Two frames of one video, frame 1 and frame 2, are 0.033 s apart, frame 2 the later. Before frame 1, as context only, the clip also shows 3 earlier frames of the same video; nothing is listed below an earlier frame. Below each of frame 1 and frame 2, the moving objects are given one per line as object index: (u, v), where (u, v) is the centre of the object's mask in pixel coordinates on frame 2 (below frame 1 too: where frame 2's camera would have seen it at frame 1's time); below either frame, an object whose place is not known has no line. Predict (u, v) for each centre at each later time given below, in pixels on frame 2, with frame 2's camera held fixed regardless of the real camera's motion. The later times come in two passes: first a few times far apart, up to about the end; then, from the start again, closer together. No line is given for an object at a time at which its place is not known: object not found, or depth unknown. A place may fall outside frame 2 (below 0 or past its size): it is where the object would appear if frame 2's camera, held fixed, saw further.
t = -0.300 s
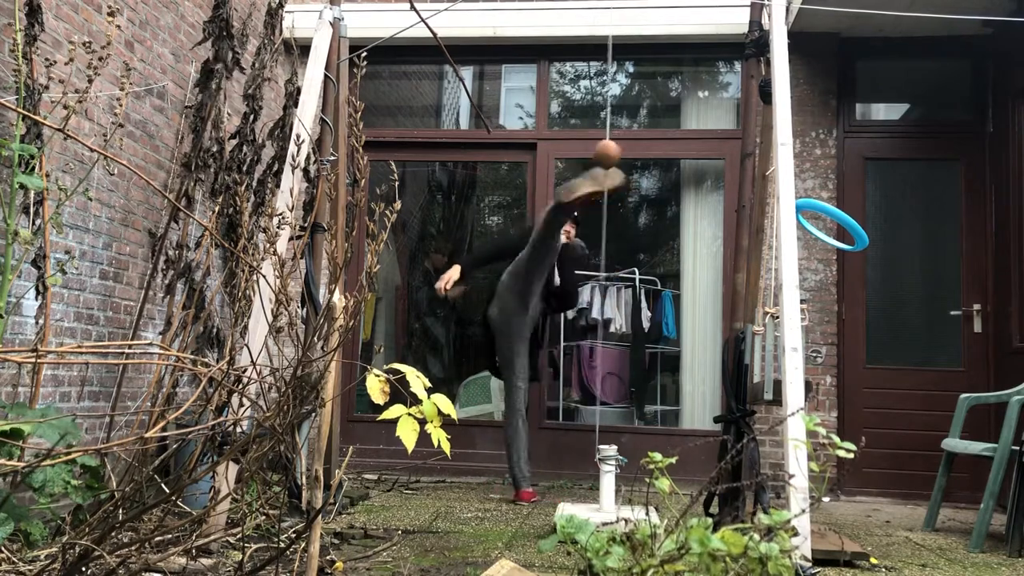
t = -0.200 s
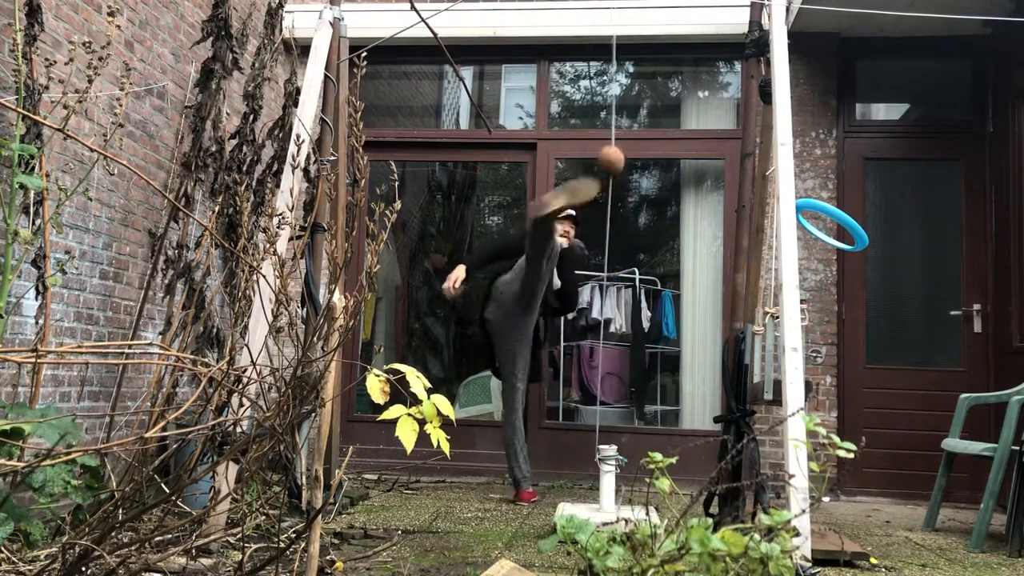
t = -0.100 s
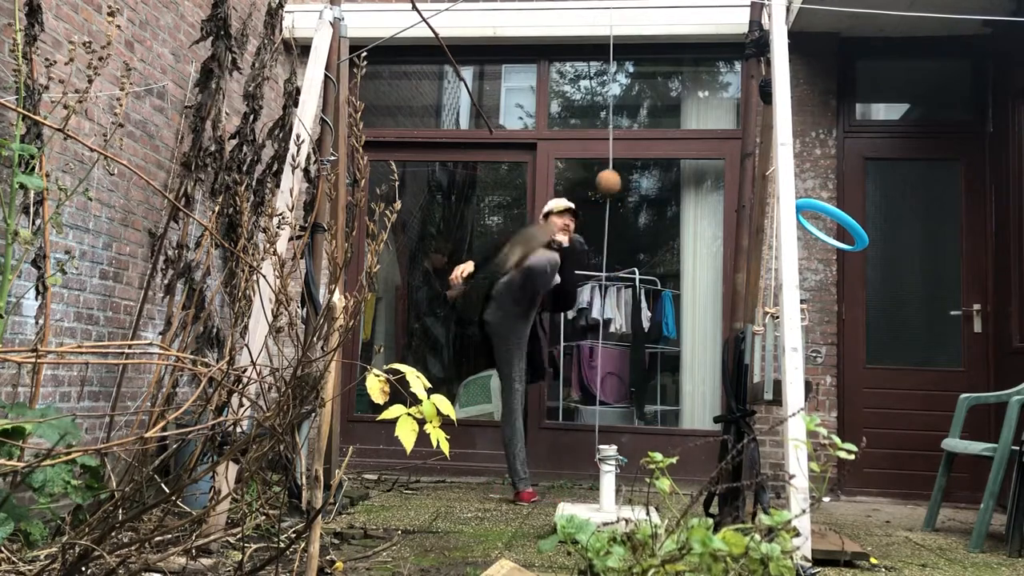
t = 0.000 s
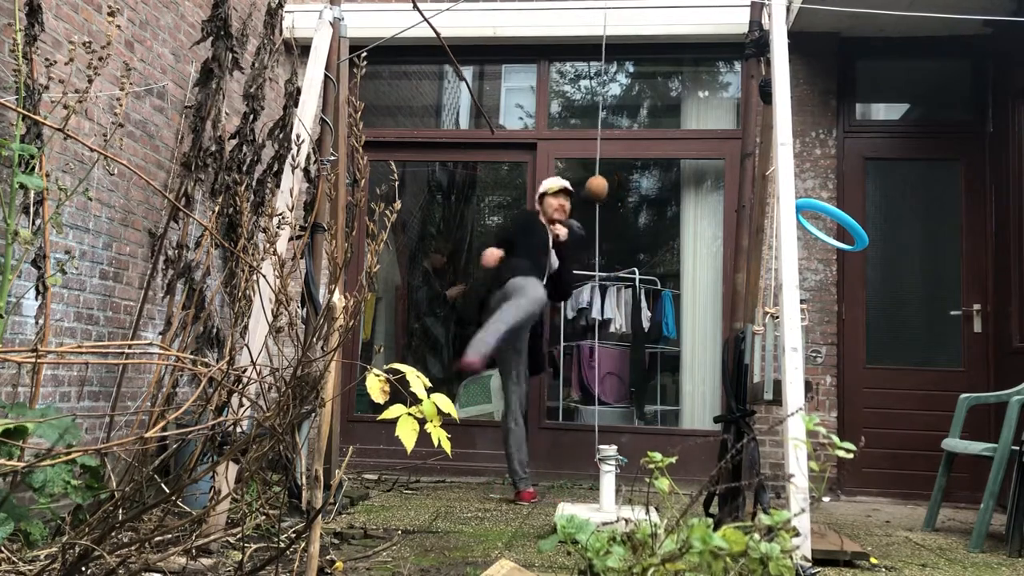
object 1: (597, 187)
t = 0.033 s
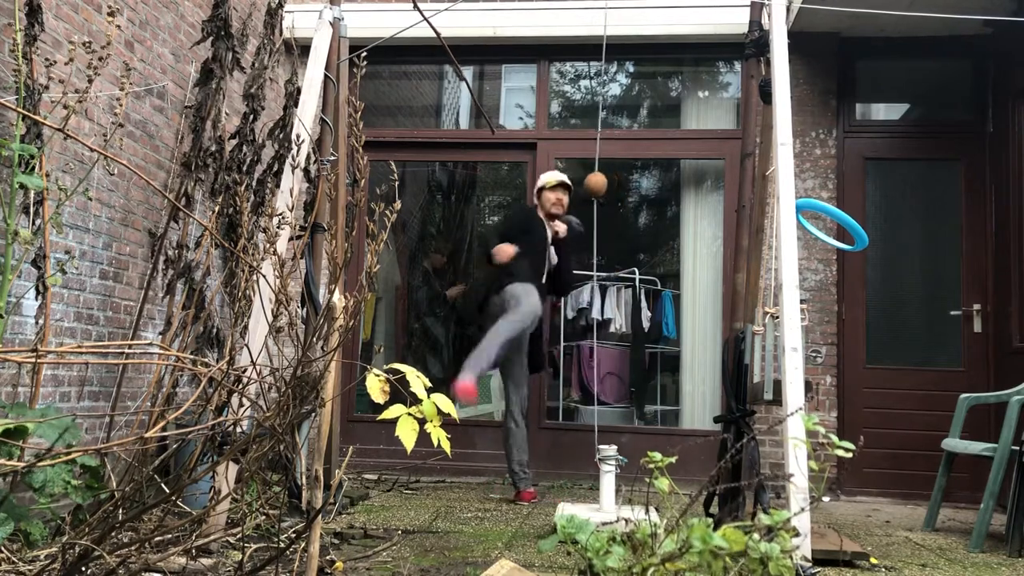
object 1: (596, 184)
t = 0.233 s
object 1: (607, 180)
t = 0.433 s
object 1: (610, 182)
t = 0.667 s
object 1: (598, 183)
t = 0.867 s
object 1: (612, 177)
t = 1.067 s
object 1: (600, 187)
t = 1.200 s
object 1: (598, 184)
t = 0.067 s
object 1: (595, 182)
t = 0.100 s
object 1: (596, 181)
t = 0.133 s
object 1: (598, 182)
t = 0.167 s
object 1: (601, 182)
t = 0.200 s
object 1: (604, 182)
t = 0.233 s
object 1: (607, 180)
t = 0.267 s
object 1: (610, 176)
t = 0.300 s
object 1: (612, 174)
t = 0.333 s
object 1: (613, 174)
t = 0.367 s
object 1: (612, 177)
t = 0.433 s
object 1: (610, 182)
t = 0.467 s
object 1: (607, 186)
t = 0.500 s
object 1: (604, 188)
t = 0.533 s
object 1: (601, 189)
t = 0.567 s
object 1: (598, 187)
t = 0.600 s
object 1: (597, 186)
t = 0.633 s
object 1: (597, 184)
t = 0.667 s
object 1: (598, 183)
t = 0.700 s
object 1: (600, 182)
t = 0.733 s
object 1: (603, 181)
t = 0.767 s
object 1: (606, 178)
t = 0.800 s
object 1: (609, 176)
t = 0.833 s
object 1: (611, 175)
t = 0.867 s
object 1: (612, 177)
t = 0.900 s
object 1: (612, 180)
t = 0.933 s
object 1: (611, 183)
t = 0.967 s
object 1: (609, 186)
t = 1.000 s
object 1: (606, 187)
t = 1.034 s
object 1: (603, 187)
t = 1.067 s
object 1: (600, 187)
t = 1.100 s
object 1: (598, 186)
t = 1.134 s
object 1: (597, 185)
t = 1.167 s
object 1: (597, 185)
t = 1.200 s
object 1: (598, 184)
